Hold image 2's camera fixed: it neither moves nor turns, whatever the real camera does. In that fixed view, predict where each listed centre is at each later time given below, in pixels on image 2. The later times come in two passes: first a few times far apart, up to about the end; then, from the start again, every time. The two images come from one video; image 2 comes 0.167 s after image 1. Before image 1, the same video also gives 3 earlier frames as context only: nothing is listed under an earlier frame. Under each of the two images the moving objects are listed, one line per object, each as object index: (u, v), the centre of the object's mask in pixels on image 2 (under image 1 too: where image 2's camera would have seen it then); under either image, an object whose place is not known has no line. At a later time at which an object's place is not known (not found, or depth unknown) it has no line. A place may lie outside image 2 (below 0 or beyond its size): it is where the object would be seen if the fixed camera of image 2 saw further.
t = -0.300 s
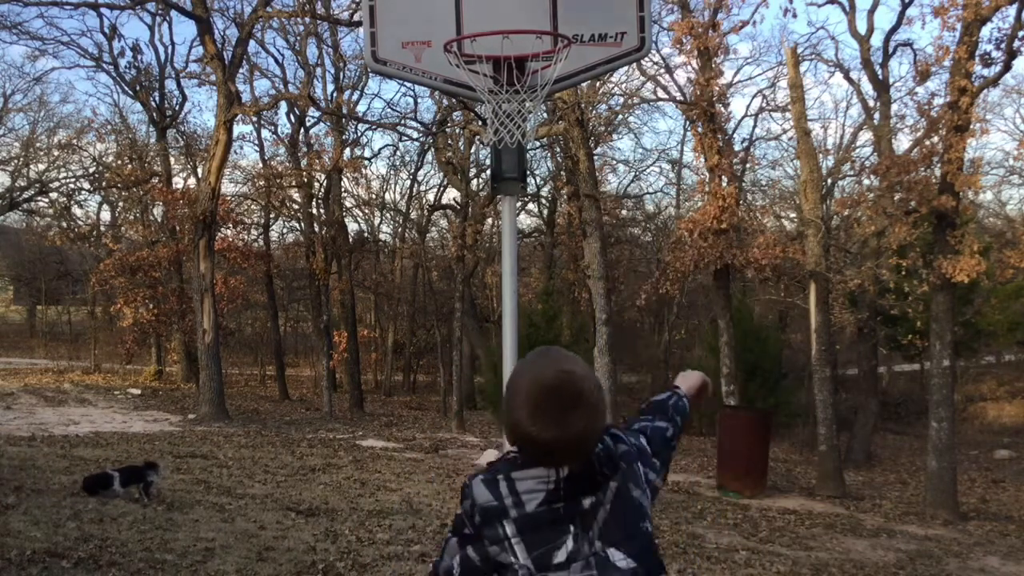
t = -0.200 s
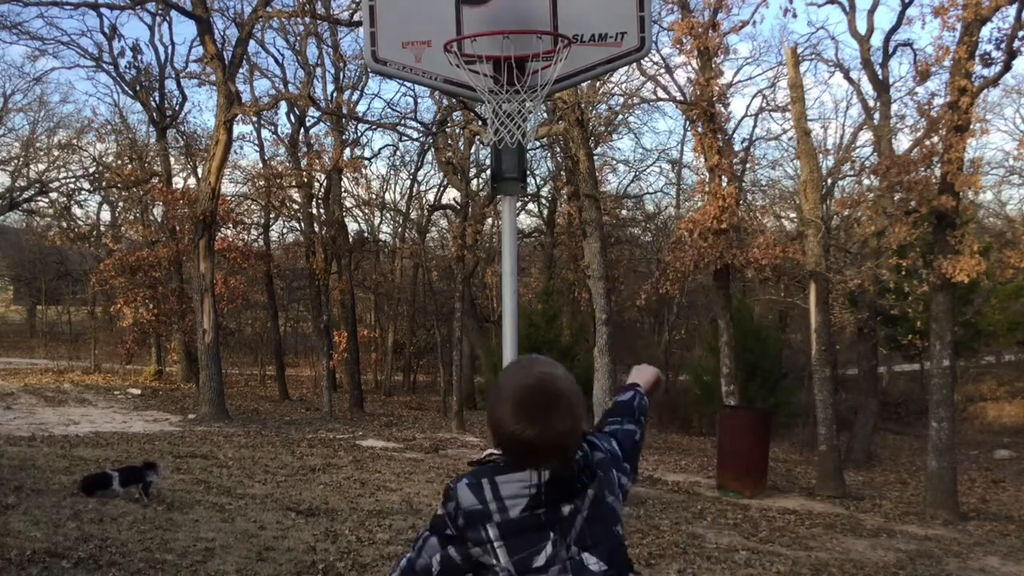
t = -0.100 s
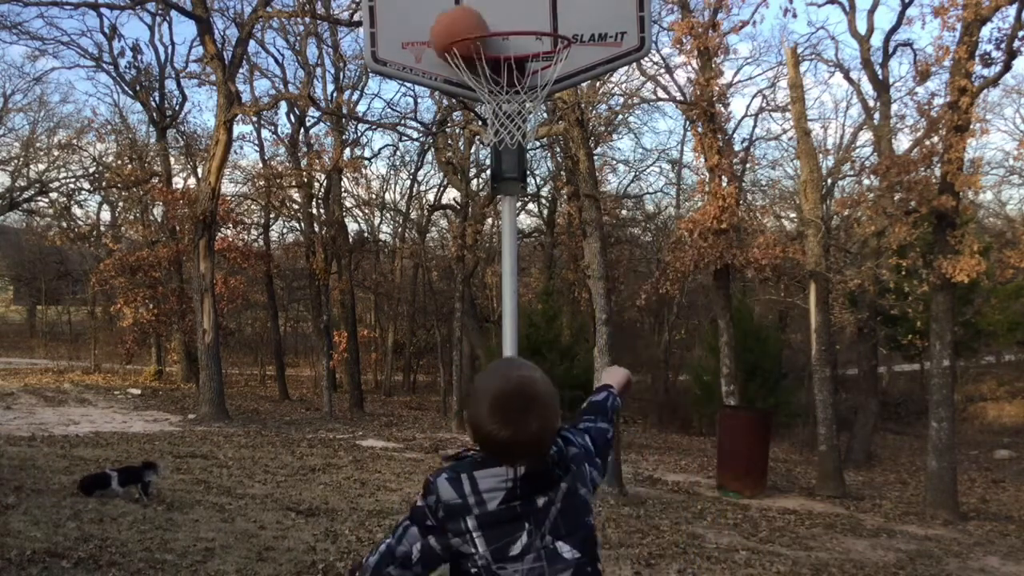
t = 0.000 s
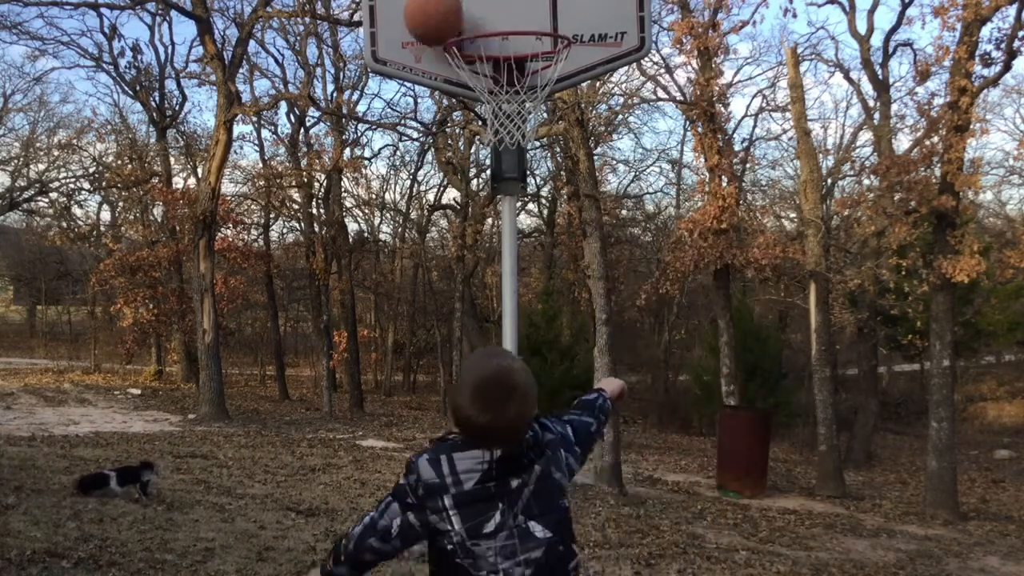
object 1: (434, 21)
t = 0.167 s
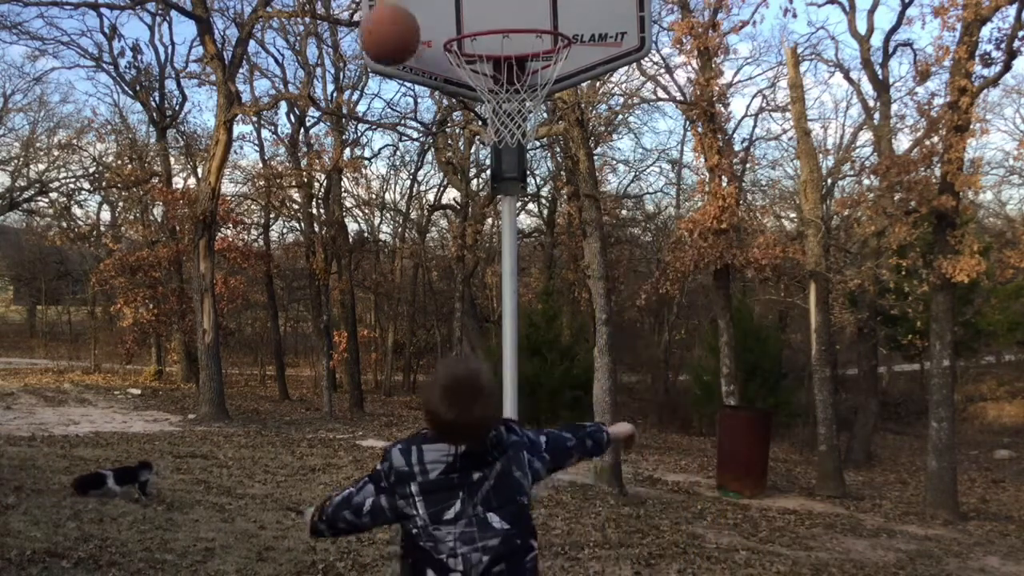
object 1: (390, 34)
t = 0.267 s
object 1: (363, 81)
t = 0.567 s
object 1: (278, 390)
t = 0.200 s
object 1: (381, 46)
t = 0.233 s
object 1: (372, 63)
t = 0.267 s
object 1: (363, 81)
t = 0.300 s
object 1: (353, 102)
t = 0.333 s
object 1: (344, 127)
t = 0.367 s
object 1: (335, 154)
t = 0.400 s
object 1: (326, 184)
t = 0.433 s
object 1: (317, 219)
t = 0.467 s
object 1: (307, 257)
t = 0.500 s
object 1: (298, 296)
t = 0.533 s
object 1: (288, 340)
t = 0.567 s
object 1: (278, 390)
